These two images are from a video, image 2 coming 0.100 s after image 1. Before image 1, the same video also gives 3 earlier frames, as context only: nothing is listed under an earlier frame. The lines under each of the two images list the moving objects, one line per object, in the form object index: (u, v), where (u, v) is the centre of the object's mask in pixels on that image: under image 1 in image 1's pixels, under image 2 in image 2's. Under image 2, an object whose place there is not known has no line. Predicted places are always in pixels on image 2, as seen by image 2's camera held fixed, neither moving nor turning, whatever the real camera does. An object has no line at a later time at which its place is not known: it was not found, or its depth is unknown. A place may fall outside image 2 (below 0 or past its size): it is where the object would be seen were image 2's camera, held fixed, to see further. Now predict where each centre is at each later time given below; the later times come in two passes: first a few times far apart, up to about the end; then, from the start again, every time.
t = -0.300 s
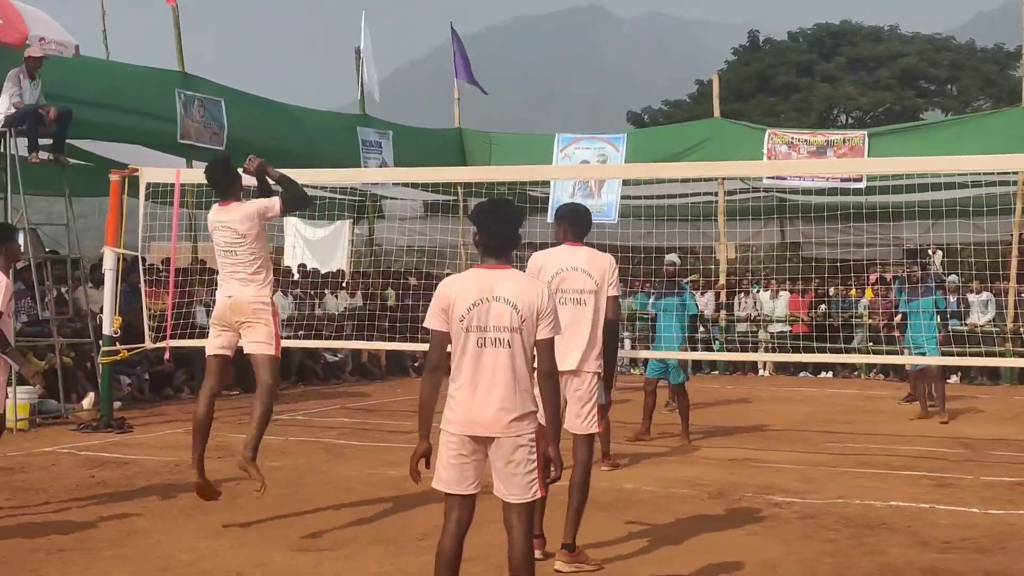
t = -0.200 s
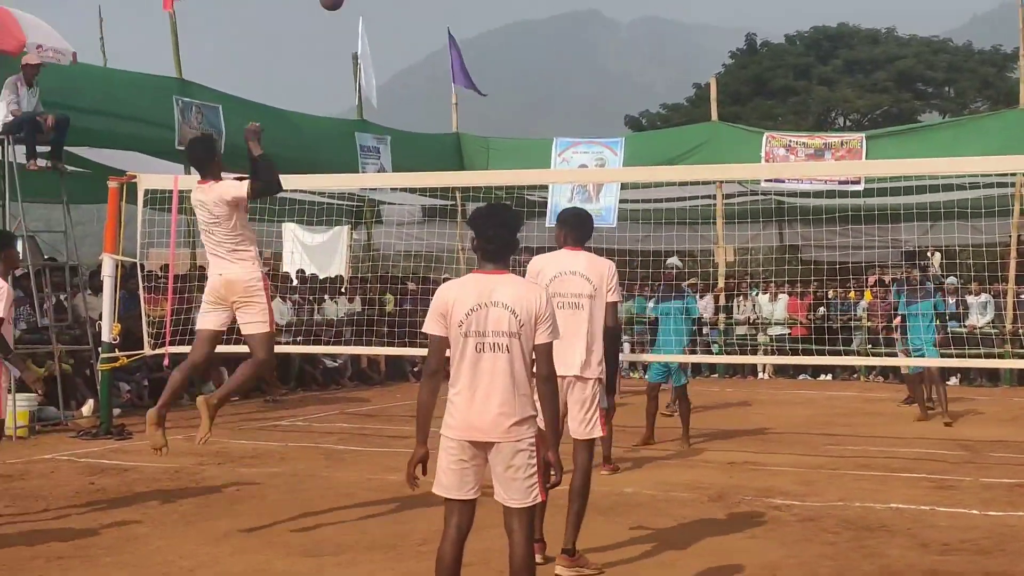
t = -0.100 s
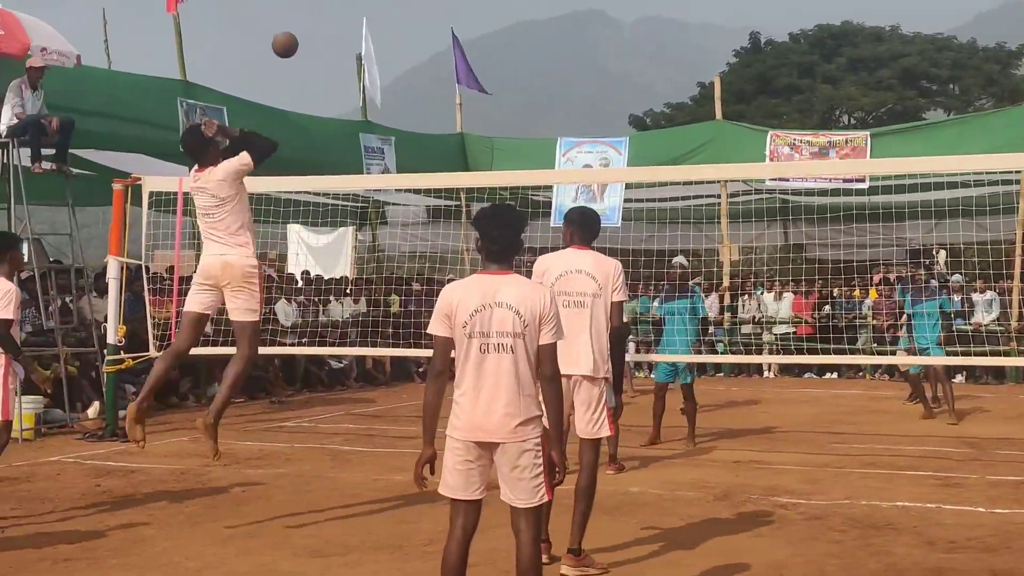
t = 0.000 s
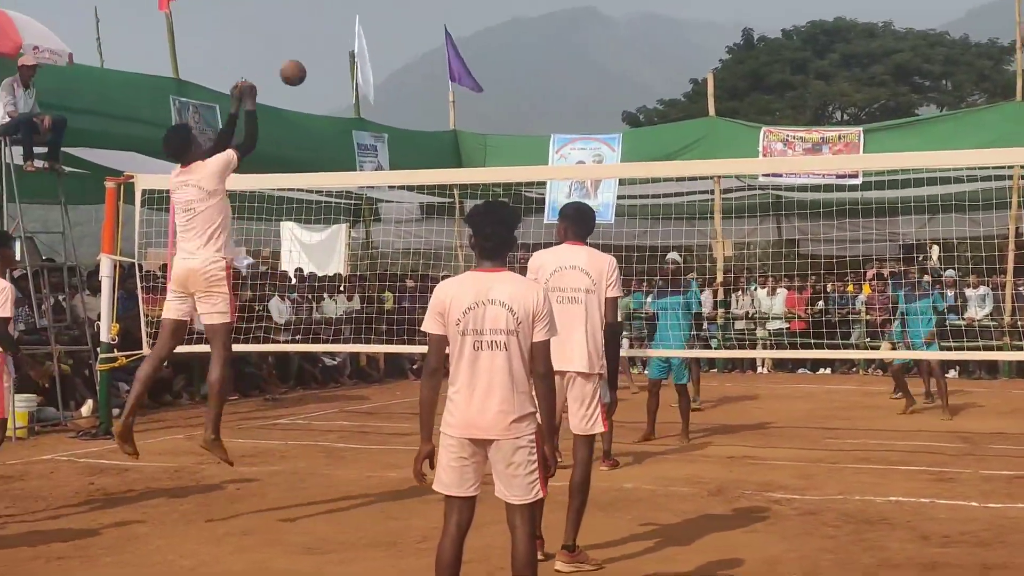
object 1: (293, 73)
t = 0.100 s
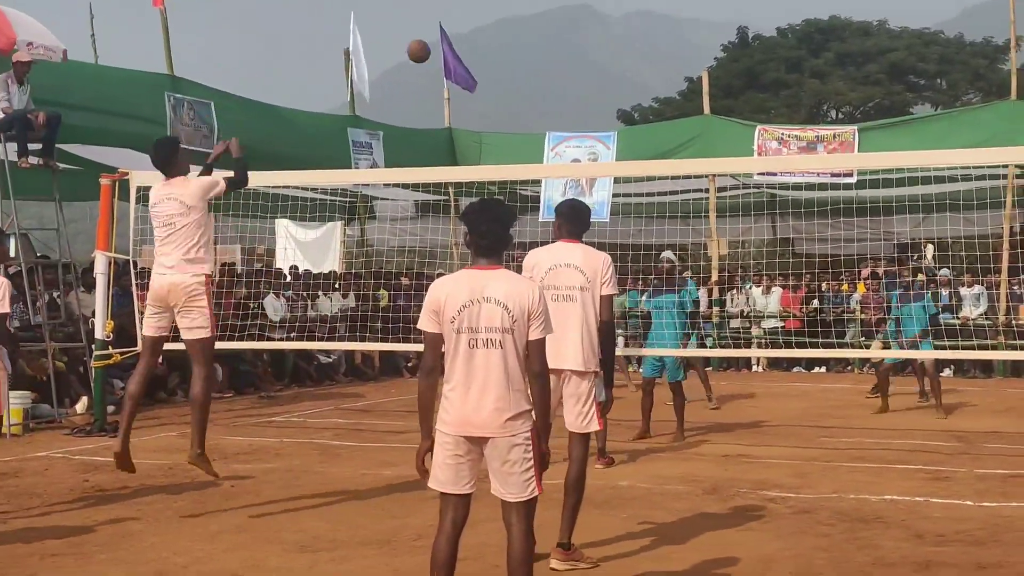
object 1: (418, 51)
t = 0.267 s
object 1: (584, 56)
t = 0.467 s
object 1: (727, 96)
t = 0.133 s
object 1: (457, 49)
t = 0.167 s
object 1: (492, 49)
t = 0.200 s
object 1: (525, 50)
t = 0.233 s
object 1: (556, 52)
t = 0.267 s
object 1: (584, 56)
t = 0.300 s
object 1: (611, 61)
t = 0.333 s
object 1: (637, 66)
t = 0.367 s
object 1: (661, 73)
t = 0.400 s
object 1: (684, 80)
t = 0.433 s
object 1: (706, 87)
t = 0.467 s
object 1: (727, 96)
